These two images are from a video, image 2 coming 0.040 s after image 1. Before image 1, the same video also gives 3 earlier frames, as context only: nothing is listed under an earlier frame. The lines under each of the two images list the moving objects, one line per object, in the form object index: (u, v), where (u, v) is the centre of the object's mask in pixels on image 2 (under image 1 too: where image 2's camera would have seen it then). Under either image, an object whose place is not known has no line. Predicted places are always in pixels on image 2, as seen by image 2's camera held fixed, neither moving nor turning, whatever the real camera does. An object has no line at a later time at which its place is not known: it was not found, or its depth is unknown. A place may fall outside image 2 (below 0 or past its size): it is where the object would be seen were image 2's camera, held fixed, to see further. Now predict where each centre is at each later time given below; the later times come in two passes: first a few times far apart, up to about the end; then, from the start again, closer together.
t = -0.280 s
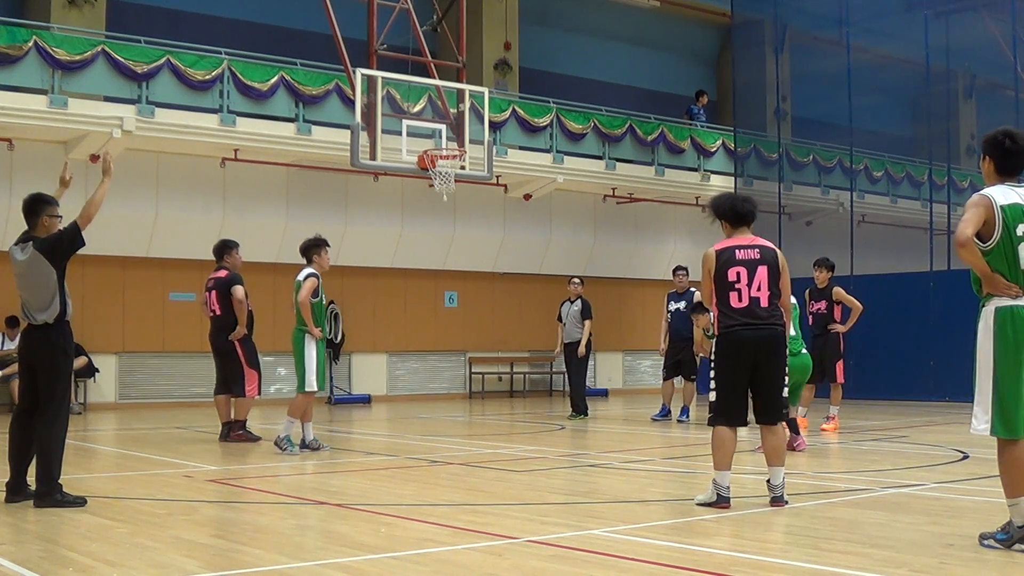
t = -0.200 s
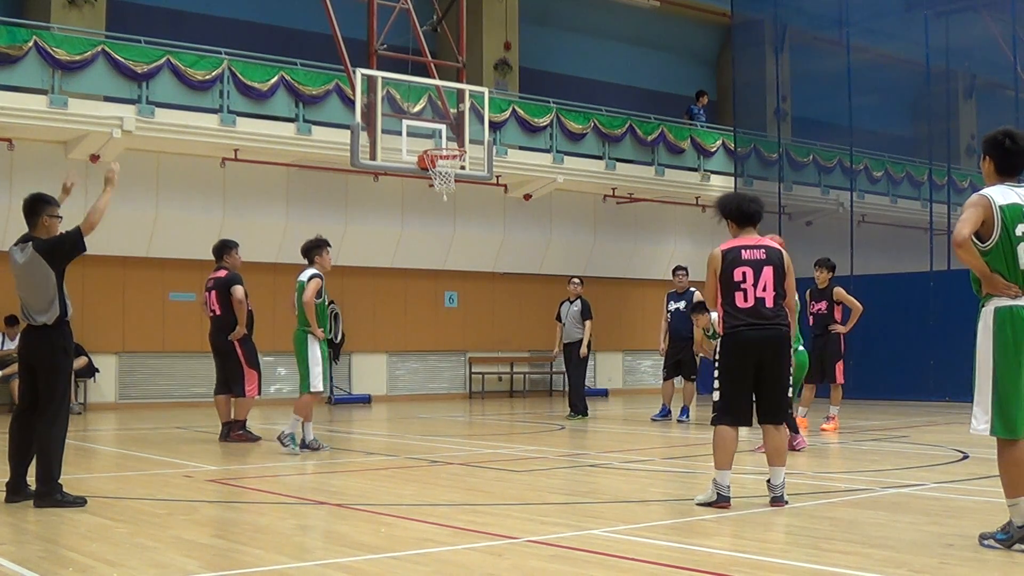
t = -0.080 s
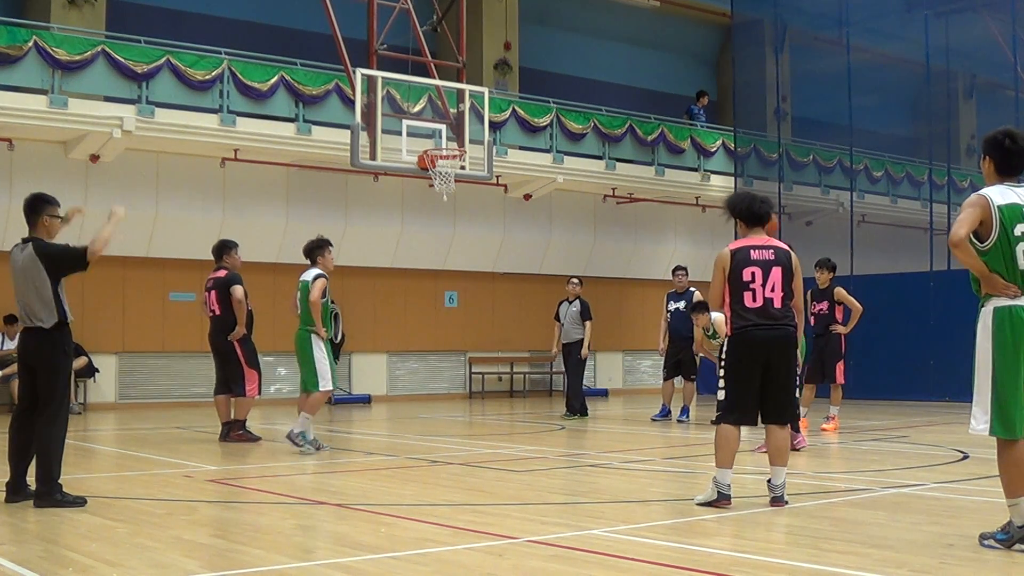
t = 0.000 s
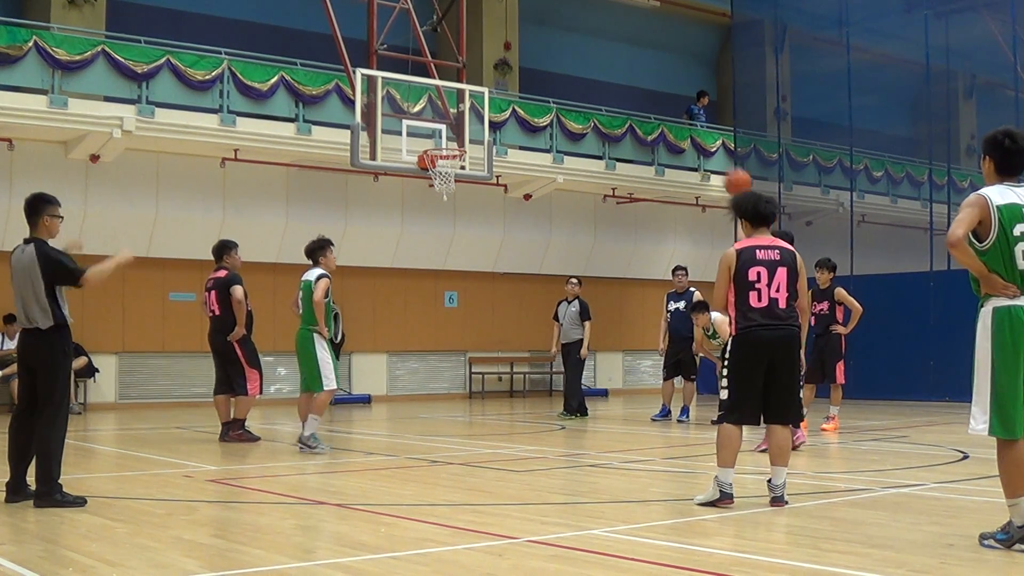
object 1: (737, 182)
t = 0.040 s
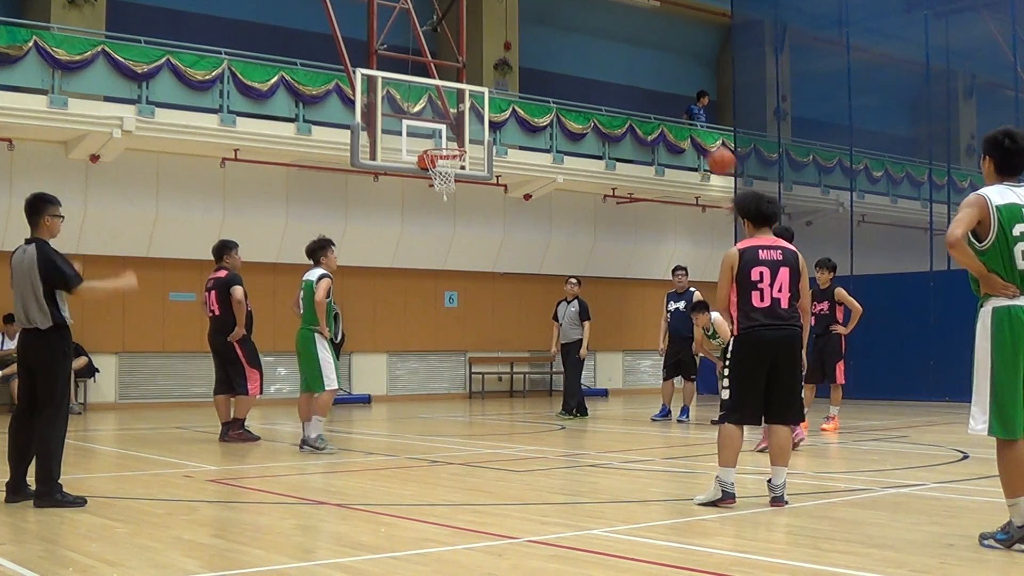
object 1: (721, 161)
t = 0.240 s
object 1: (644, 87)
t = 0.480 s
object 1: (563, 60)
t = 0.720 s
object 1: (495, 89)
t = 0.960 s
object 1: (441, 151)
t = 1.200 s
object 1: (445, 176)
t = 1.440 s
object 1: (428, 208)
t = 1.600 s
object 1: (417, 256)
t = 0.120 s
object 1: (688, 124)
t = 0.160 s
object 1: (673, 109)
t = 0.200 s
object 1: (658, 98)
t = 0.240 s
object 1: (644, 87)
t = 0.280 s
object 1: (630, 79)
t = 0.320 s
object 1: (616, 71)
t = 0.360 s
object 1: (602, 66)
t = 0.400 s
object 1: (589, 63)
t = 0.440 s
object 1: (576, 61)
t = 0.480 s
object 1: (563, 60)
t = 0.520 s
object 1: (551, 62)
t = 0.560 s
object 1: (539, 65)
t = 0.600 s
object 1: (528, 69)
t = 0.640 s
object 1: (517, 74)
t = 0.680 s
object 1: (506, 81)
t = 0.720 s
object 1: (495, 89)
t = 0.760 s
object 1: (484, 99)
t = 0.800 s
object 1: (474, 110)
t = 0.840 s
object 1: (462, 123)
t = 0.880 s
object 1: (454, 135)
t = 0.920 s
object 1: (444, 148)
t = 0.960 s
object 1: (441, 151)
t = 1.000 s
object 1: (442, 152)
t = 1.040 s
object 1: (450, 156)
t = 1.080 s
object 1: (455, 159)
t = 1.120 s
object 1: (453, 163)
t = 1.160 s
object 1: (449, 172)
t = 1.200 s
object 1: (445, 176)
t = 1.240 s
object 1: (442, 181)
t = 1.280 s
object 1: (439, 183)
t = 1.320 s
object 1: (436, 190)
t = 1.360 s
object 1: (433, 193)
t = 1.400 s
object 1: (431, 200)
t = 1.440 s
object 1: (428, 208)
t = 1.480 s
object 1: (425, 218)
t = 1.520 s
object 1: (422, 230)
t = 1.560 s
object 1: (420, 242)
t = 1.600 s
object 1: (417, 256)
